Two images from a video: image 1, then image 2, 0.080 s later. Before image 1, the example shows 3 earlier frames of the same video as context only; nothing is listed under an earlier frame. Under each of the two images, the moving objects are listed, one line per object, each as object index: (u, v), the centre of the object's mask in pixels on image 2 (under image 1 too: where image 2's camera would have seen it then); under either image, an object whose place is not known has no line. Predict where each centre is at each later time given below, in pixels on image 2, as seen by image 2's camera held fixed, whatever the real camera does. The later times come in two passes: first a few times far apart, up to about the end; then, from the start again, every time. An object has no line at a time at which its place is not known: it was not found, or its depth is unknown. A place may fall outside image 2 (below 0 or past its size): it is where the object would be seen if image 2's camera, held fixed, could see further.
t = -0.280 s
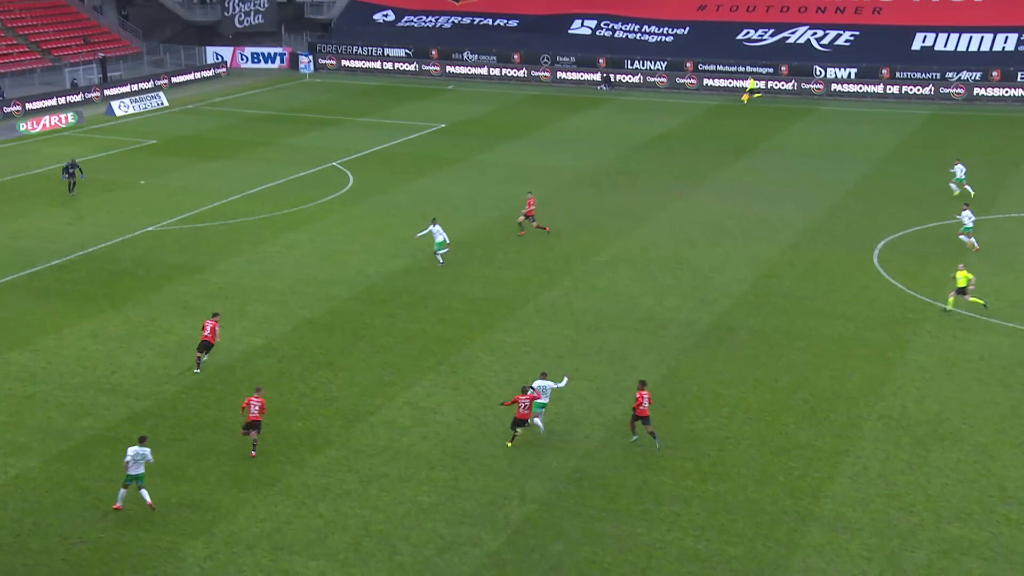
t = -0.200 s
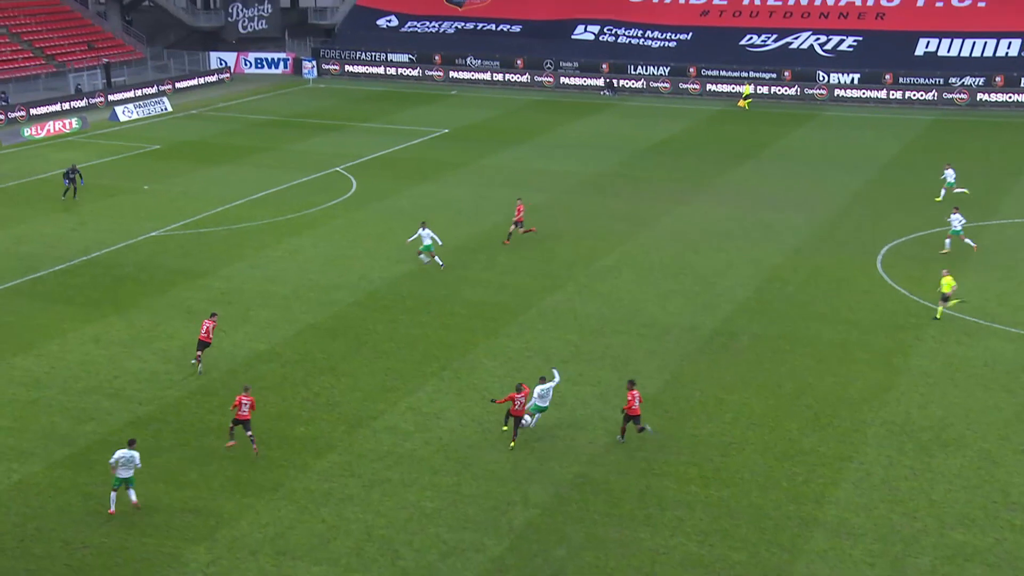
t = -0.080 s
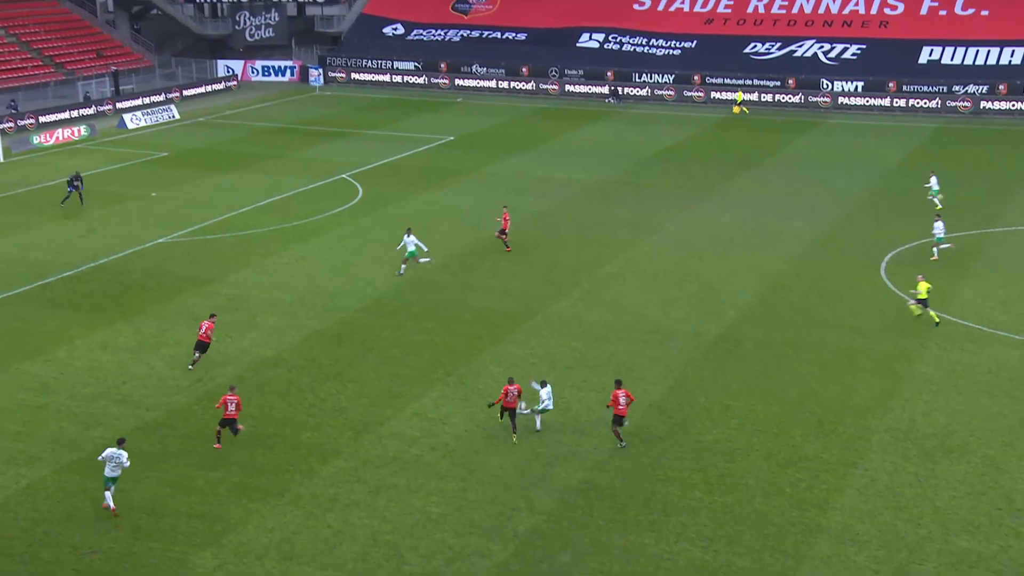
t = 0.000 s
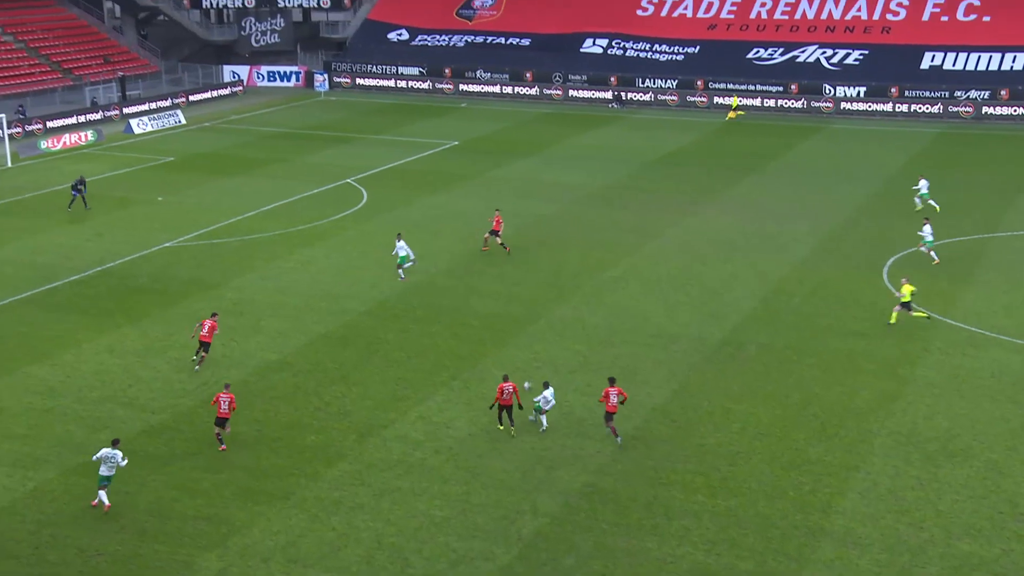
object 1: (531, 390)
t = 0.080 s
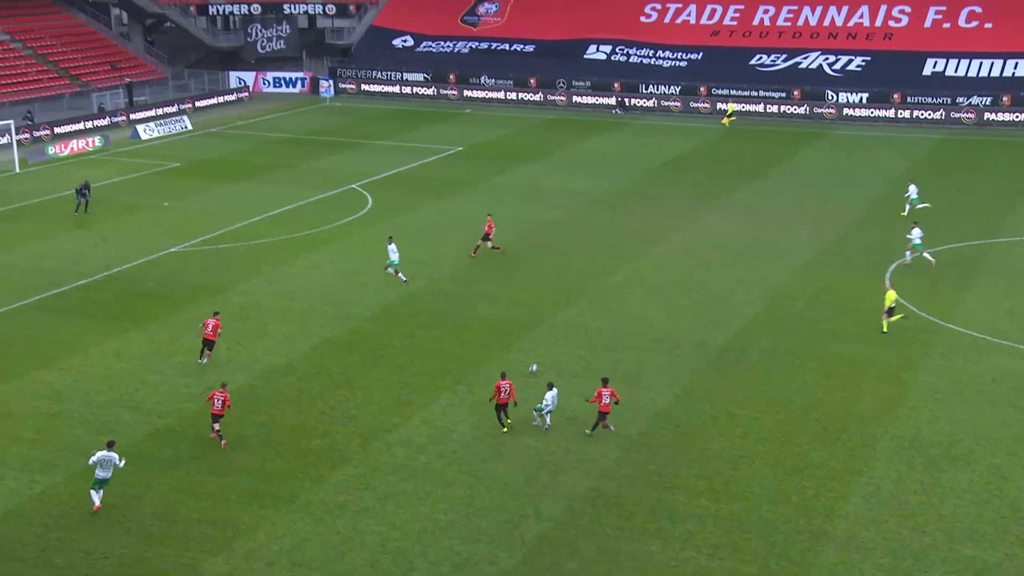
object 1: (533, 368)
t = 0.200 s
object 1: (536, 339)
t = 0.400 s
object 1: (543, 308)
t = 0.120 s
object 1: (534, 357)
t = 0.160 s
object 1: (535, 347)
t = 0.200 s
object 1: (536, 339)
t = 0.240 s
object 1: (538, 332)
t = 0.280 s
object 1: (539, 326)
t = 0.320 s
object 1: (540, 322)
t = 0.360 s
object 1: (541, 315)
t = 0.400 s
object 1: (543, 308)
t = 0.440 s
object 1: (544, 300)
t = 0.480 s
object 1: (546, 295)
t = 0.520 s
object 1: (546, 290)
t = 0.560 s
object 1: (548, 286)
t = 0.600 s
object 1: (550, 283)
